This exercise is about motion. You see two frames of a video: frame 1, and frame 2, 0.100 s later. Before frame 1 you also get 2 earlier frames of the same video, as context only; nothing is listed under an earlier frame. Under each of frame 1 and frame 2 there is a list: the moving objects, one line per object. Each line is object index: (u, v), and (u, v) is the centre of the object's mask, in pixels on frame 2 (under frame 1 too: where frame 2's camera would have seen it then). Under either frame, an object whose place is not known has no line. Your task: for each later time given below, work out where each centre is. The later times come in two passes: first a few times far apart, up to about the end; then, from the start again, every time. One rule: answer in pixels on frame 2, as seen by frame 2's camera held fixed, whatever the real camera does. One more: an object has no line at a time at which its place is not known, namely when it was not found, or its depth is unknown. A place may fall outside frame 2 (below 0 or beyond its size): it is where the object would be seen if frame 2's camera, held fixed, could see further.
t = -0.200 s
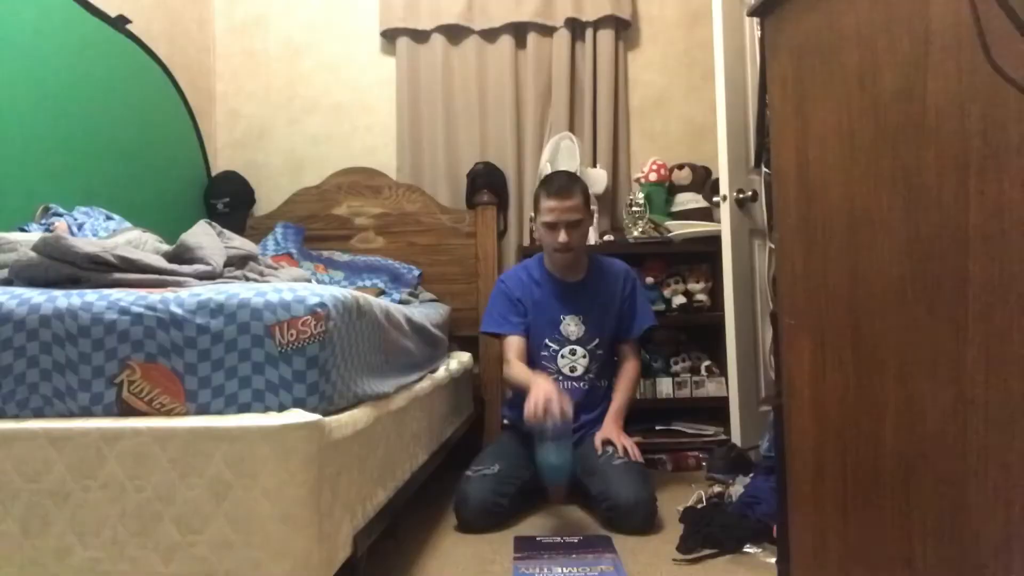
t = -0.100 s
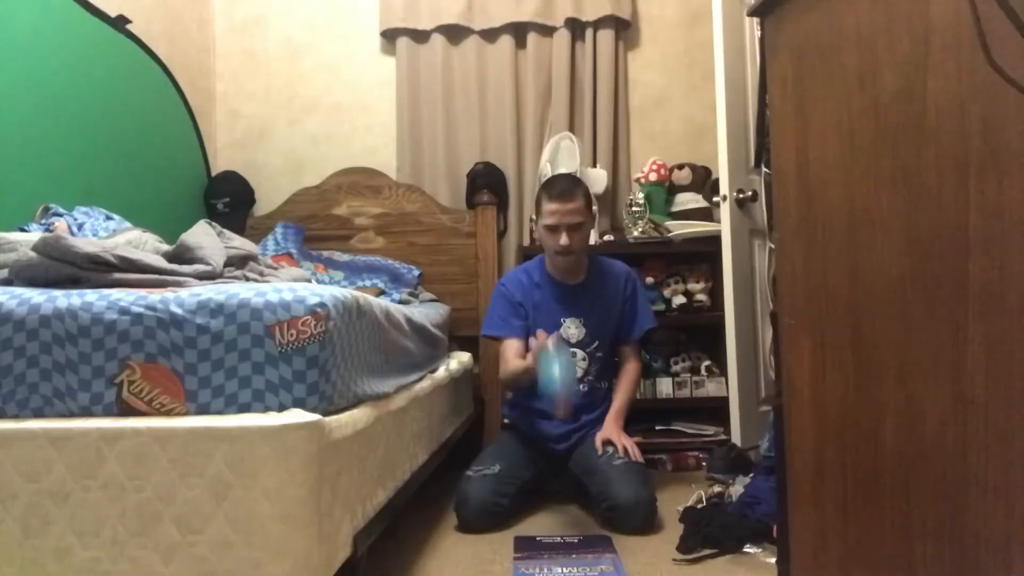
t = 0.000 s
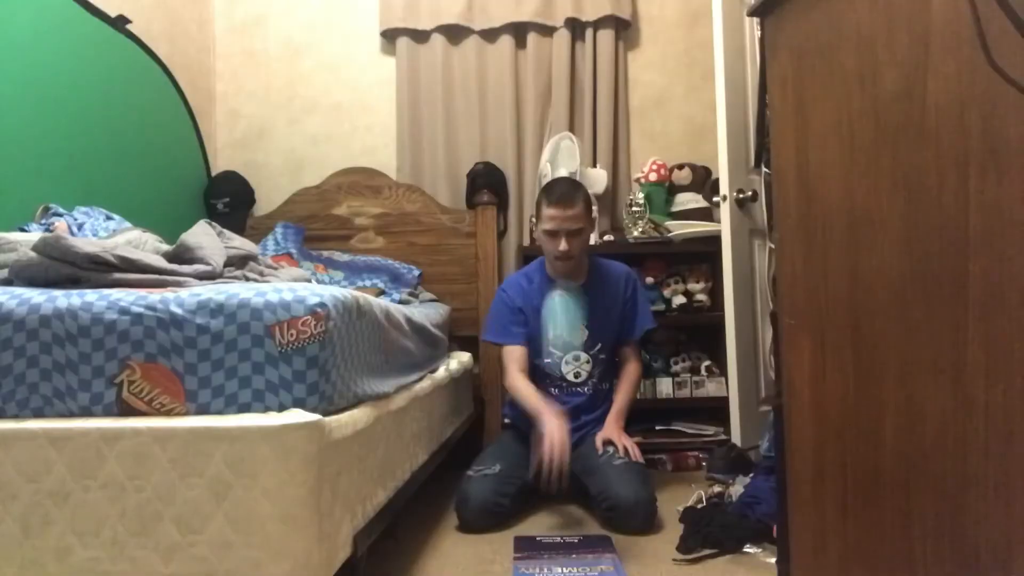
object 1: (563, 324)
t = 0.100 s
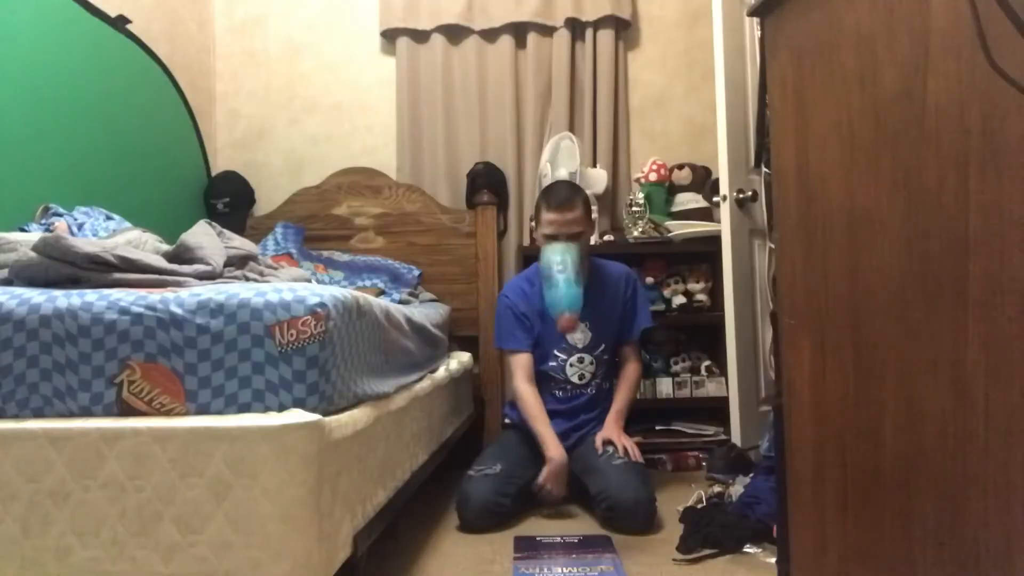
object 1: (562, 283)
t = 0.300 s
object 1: (576, 399)
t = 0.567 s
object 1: (593, 546)
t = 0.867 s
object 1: (592, 548)
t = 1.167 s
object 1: (586, 548)
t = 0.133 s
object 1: (563, 289)
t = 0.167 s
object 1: (564, 313)
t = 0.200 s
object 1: (567, 328)
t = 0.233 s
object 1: (570, 346)
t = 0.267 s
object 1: (572, 370)
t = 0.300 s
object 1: (576, 399)
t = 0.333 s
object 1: (581, 422)
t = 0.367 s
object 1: (580, 450)
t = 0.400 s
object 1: (582, 490)
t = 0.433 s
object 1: (583, 499)
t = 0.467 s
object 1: (585, 504)
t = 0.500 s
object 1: (588, 513)
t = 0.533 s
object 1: (590, 528)
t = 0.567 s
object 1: (593, 546)
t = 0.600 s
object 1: (593, 547)
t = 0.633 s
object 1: (595, 548)
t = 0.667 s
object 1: (595, 548)
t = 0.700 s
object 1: (594, 548)
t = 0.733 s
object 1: (593, 548)
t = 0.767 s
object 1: (593, 548)
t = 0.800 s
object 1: (592, 548)
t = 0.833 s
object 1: (592, 548)
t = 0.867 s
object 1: (592, 548)
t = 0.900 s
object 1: (592, 548)
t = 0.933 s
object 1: (591, 548)
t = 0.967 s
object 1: (591, 548)
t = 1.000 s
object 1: (590, 548)
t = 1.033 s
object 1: (590, 548)
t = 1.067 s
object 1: (589, 549)
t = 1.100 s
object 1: (588, 549)
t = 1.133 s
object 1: (586, 548)
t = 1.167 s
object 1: (586, 548)
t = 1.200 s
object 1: (584, 549)
